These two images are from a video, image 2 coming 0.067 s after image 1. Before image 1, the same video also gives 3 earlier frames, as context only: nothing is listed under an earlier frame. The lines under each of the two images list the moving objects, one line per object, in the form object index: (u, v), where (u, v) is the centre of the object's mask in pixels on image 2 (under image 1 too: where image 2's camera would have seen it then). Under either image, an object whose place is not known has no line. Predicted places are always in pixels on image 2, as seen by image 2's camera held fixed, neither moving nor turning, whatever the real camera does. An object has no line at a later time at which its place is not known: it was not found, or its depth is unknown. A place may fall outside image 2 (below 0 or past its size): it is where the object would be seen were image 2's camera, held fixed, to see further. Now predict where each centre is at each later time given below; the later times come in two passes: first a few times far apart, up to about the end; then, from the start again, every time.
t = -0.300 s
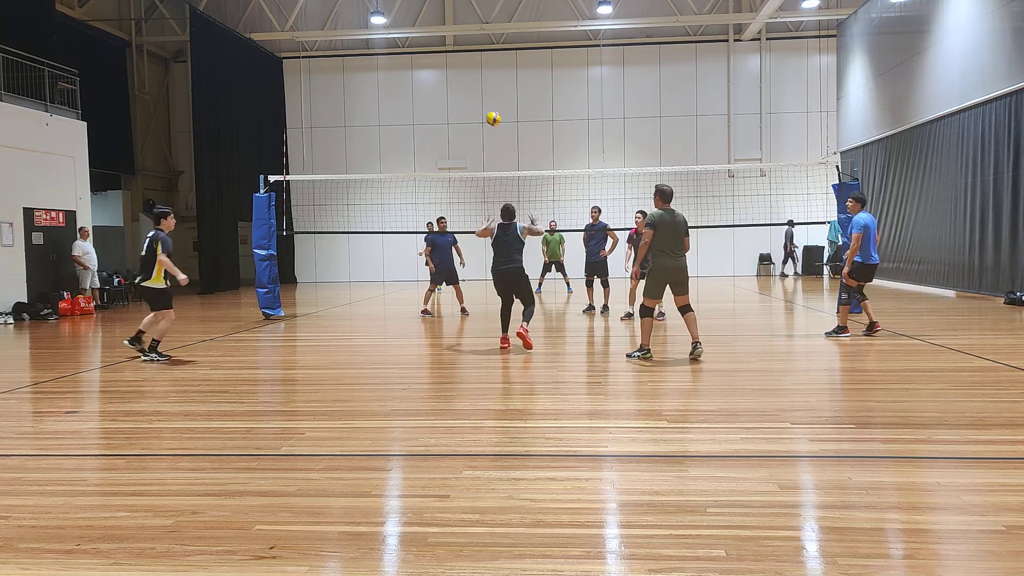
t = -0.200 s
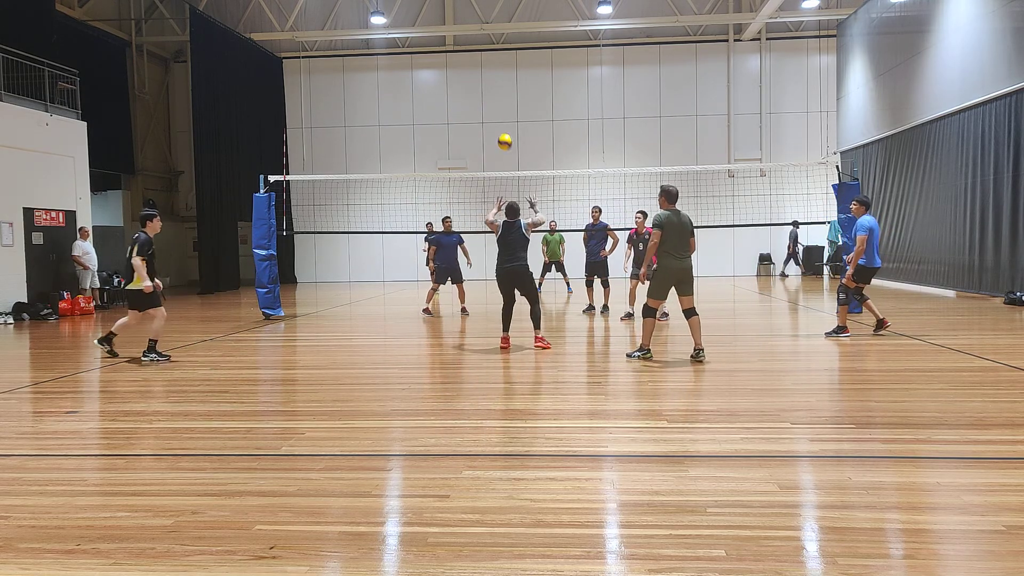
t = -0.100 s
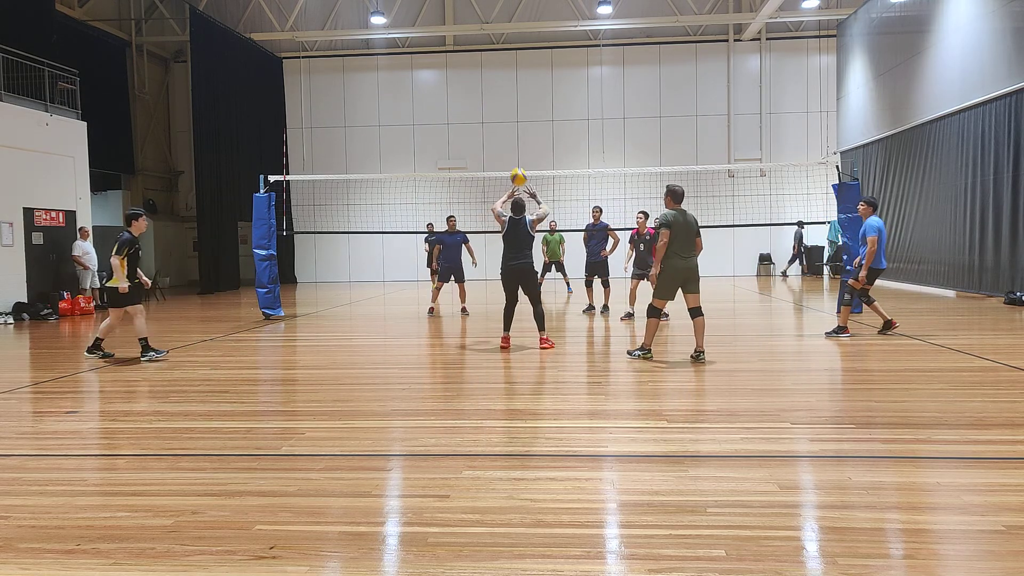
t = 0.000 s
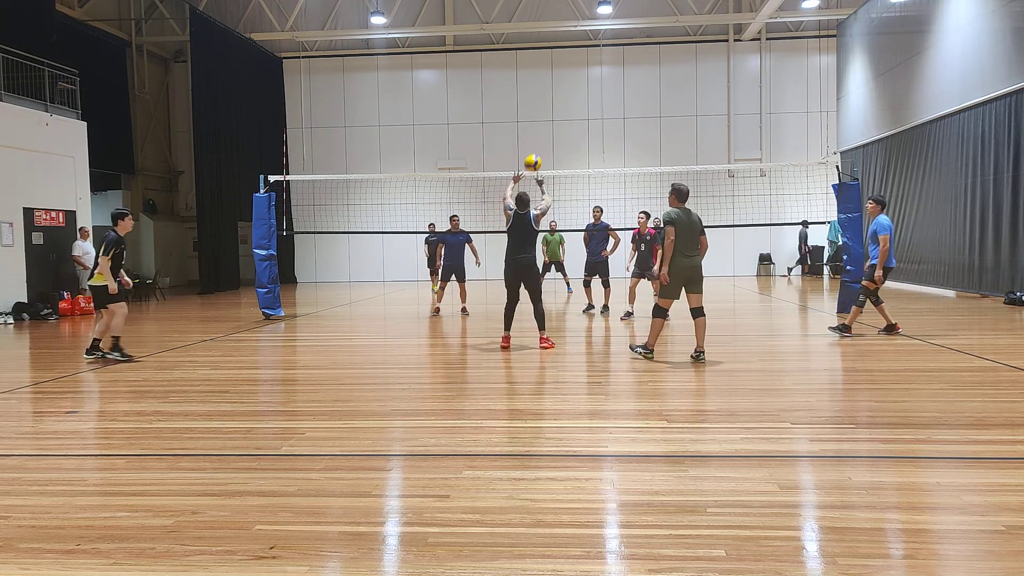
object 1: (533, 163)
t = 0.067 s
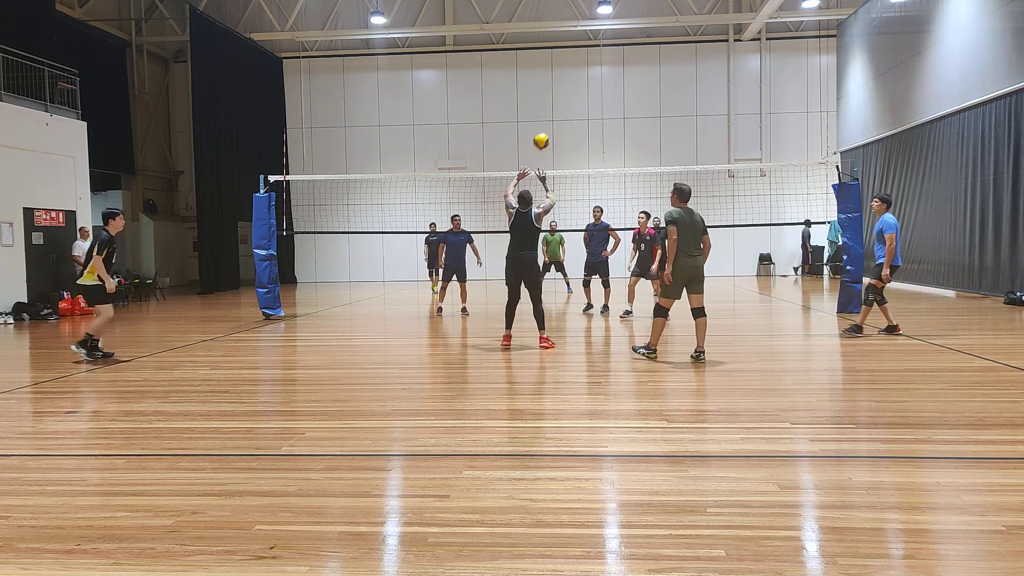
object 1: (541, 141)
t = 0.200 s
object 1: (558, 110)
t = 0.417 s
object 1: (583, 89)
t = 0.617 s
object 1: (604, 101)
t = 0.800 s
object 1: (622, 133)
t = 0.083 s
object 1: (543, 136)
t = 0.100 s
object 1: (546, 132)
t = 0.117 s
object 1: (548, 128)
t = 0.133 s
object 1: (550, 123)
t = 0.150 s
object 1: (552, 120)
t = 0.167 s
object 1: (554, 116)
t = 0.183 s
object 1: (556, 112)
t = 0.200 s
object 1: (558, 110)
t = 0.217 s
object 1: (560, 107)
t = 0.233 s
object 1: (562, 104)
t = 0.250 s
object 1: (564, 102)
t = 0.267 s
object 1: (566, 99)
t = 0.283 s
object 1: (568, 97)
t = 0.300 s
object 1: (570, 96)
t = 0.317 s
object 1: (572, 94)
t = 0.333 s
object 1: (574, 93)
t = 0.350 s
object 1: (575, 92)
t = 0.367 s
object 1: (577, 91)
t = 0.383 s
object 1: (579, 90)
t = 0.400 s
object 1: (581, 90)
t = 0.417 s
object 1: (583, 89)
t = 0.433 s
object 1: (585, 89)
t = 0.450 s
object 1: (587, 89)
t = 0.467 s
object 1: (588, 89)
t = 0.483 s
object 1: (590, 90)
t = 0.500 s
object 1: (592, 91)
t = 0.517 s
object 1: (594, 92)
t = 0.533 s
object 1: (596, 93)
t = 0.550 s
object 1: (597, 94)
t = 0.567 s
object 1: (599, 95)
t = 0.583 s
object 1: (601, 97)
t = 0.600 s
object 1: (603, 99)
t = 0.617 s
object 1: (604, 101)
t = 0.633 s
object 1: (606, 103)
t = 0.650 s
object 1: (607, 105)
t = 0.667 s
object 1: (609, 108)
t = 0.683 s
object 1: (611, 110)
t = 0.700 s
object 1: (612, 113)
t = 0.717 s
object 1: (614, 116)
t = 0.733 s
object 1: (615, 119)
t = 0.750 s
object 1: (617, 123)
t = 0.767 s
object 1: (618, 126)
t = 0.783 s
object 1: (620, 129)
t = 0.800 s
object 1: (622, 133)
